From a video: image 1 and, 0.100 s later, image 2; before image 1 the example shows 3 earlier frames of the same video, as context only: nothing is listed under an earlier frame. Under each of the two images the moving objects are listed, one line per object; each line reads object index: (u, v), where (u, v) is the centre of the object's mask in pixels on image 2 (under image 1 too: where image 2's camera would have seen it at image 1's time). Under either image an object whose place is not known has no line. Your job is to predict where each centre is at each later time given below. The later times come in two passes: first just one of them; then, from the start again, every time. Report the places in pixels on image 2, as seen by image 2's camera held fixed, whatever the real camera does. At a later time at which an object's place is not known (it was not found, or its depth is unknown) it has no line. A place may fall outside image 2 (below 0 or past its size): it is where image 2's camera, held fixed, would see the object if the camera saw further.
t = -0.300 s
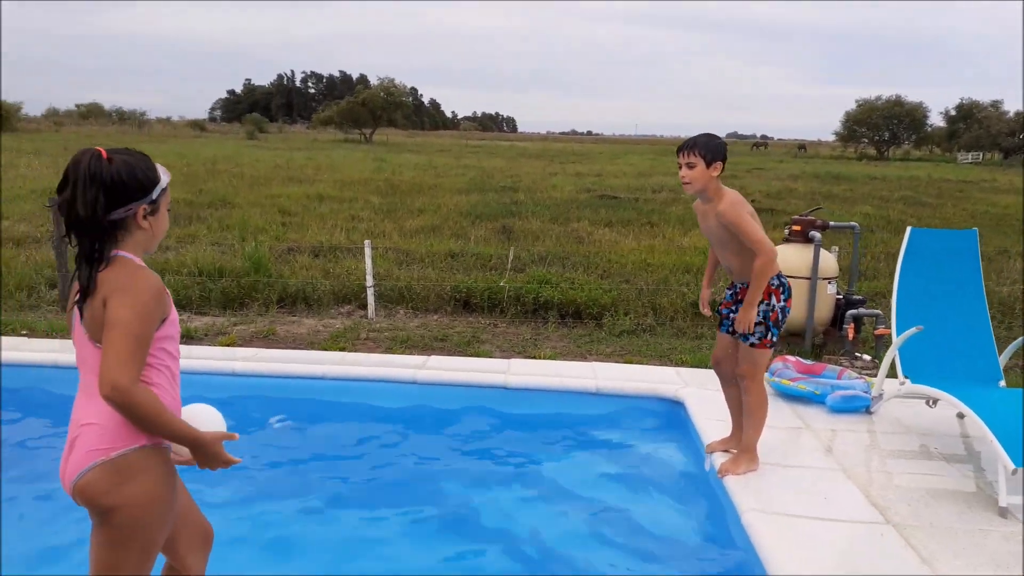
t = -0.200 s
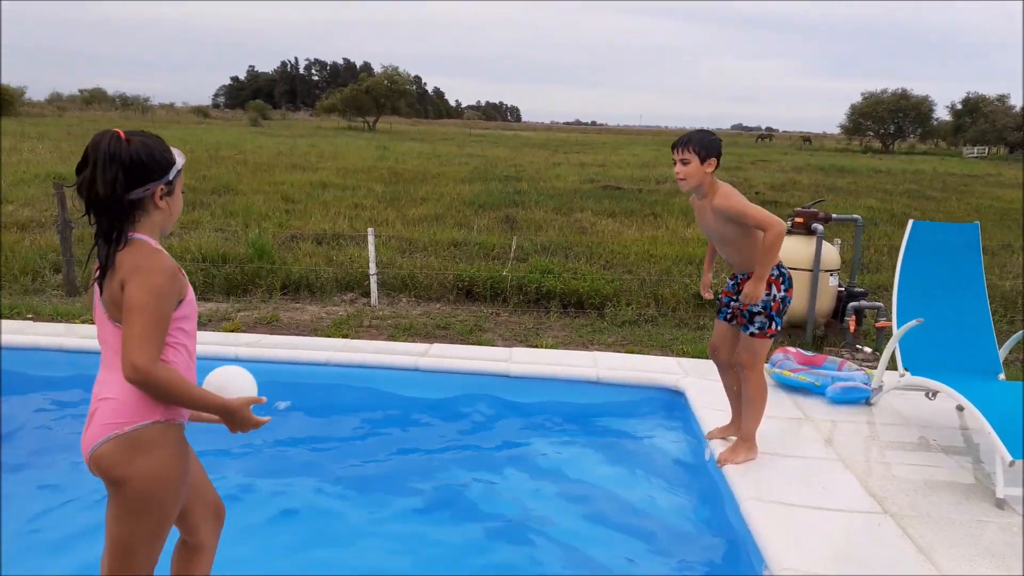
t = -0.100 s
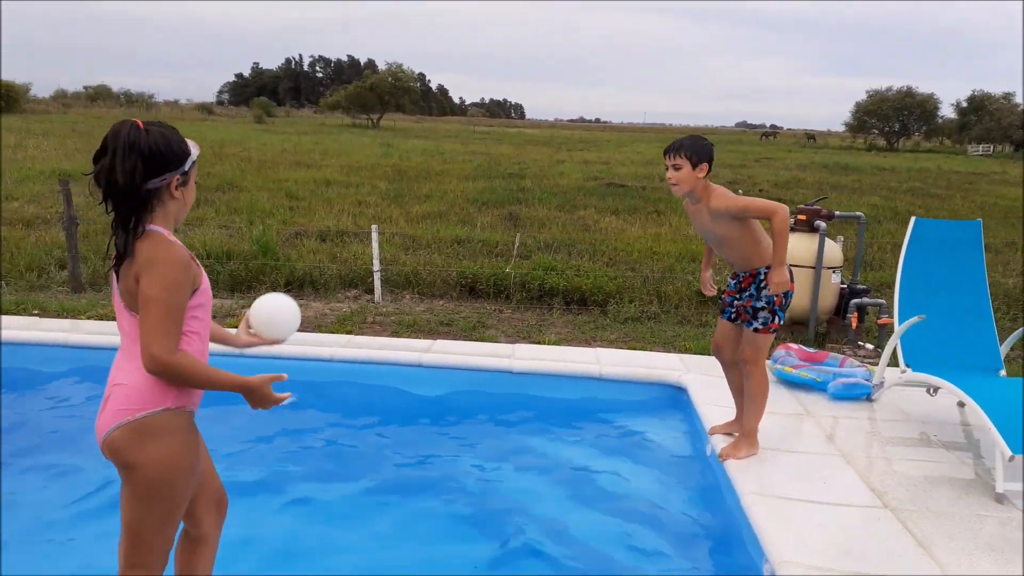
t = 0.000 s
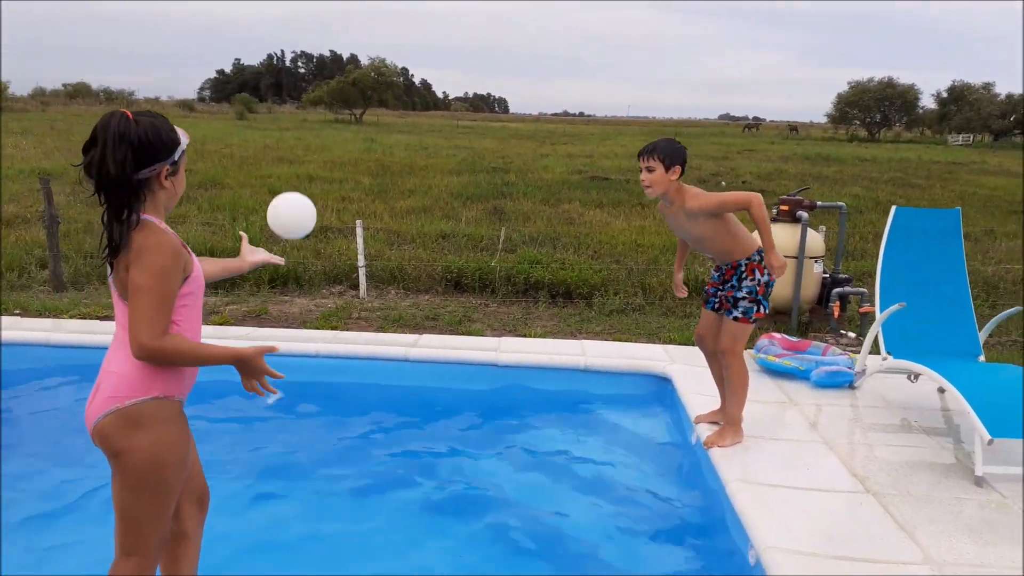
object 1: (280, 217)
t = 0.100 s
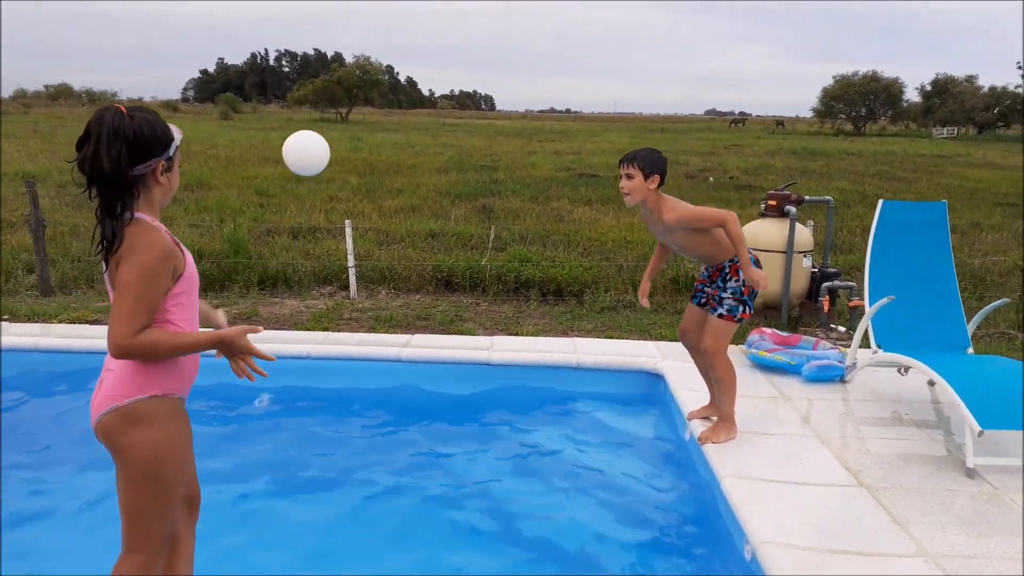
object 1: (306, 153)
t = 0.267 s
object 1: (348, 125)
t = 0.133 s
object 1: (314, 140)
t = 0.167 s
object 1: (323, 131)
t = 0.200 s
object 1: (331, 126)
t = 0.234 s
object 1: (339, 124)
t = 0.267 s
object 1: (348, 125)
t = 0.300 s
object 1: (356, 129)
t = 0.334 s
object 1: (363, 136)
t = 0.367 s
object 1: (371, 145)
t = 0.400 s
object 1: (377, 156)
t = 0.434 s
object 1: (383, 170)
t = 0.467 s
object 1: (390, 186)
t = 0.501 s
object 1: (396, 204)
